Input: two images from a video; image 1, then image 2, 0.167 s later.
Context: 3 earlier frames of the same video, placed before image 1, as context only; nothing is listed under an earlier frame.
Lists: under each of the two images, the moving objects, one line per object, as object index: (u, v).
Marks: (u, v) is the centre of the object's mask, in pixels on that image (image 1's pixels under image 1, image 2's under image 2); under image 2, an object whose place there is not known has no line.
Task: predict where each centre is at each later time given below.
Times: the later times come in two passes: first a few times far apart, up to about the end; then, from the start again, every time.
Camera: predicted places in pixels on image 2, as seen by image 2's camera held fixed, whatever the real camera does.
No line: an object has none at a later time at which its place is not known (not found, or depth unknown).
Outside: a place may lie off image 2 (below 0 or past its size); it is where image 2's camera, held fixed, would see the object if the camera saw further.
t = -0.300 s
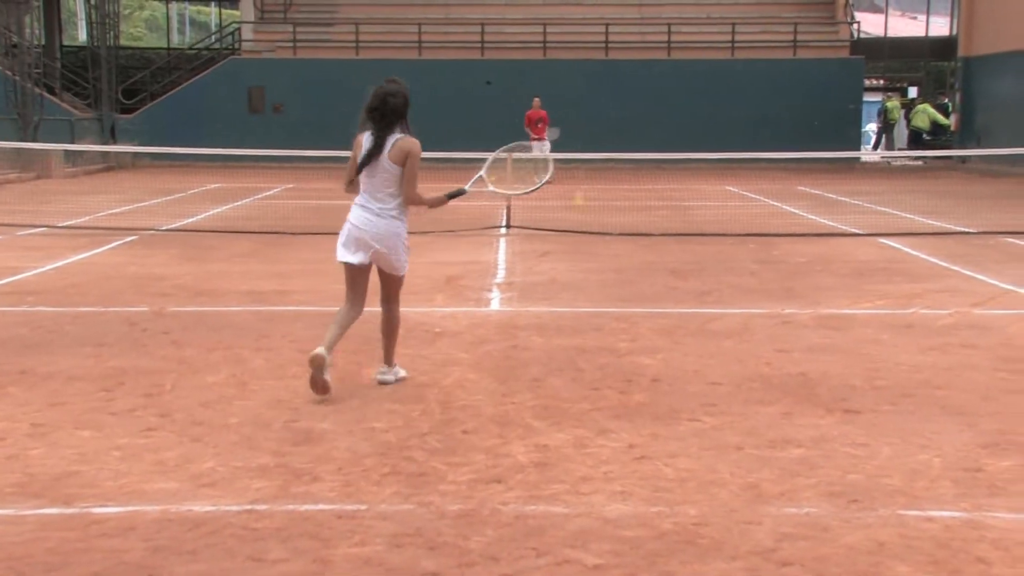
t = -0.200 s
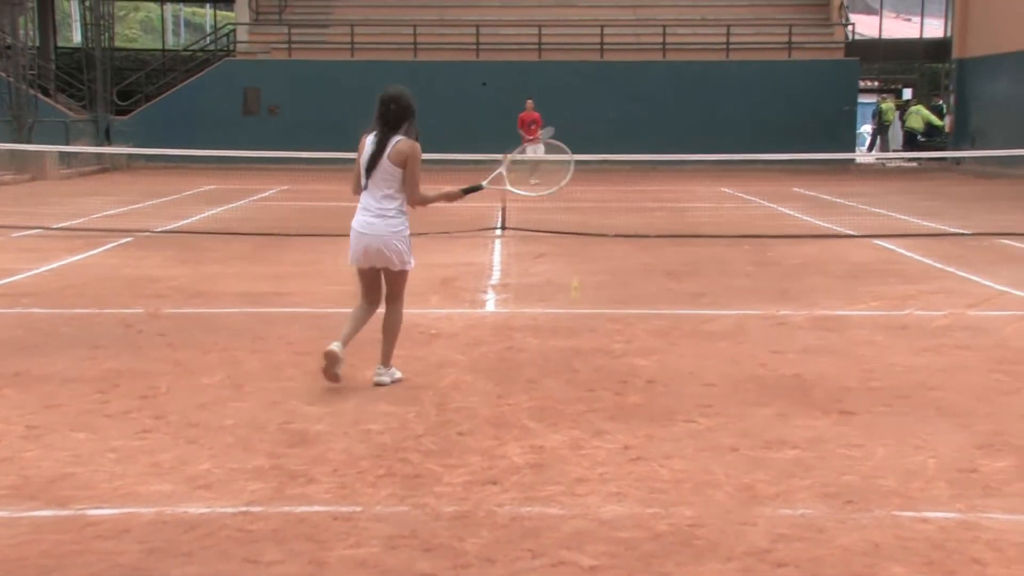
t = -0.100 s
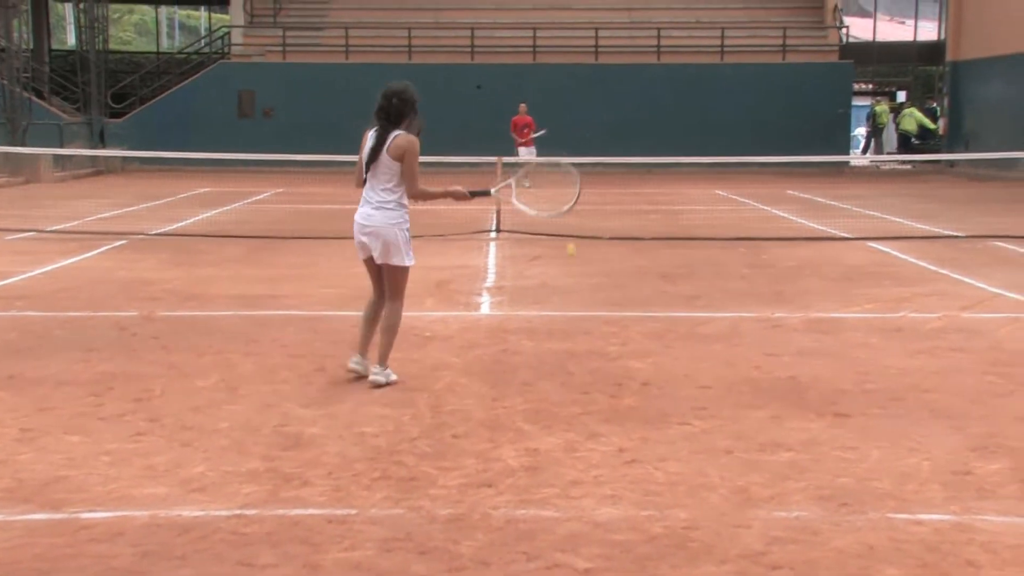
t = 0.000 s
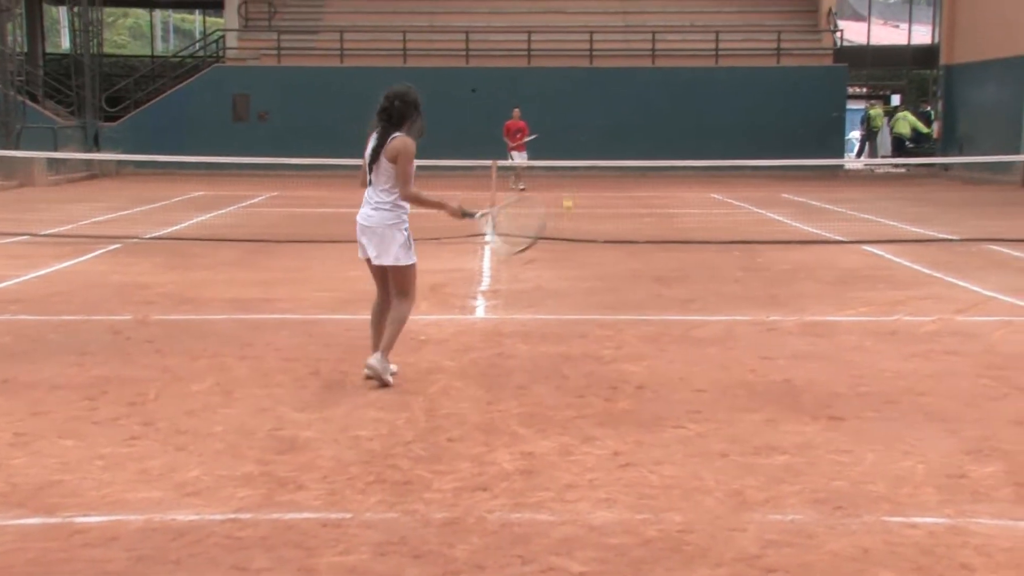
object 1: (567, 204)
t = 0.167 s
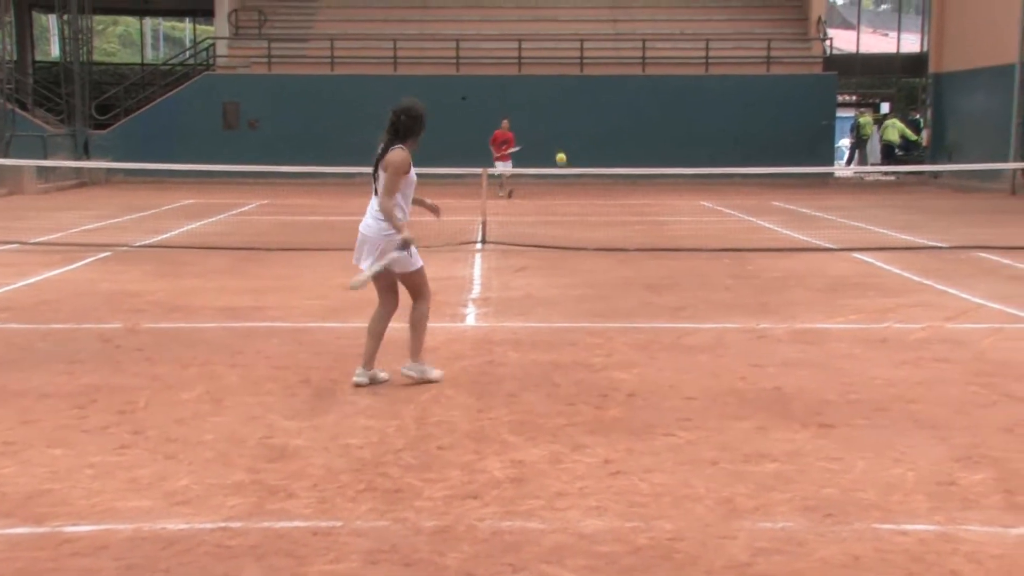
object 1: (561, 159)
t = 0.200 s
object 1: (561, 152)
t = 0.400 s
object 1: (564, 147)
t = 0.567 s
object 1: (567, 185)
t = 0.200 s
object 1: (561, 152)
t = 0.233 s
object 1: (562, 147)
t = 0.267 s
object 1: (562, 144)
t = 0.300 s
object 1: (563, 142)
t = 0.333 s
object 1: (563, 142)
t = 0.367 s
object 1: (564, 143)
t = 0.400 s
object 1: (564, 147)
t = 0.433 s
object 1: (565, 149)
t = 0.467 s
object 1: (565, 156)
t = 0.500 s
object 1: (566, 163)
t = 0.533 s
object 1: (566, 175)
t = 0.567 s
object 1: (567, 185)
